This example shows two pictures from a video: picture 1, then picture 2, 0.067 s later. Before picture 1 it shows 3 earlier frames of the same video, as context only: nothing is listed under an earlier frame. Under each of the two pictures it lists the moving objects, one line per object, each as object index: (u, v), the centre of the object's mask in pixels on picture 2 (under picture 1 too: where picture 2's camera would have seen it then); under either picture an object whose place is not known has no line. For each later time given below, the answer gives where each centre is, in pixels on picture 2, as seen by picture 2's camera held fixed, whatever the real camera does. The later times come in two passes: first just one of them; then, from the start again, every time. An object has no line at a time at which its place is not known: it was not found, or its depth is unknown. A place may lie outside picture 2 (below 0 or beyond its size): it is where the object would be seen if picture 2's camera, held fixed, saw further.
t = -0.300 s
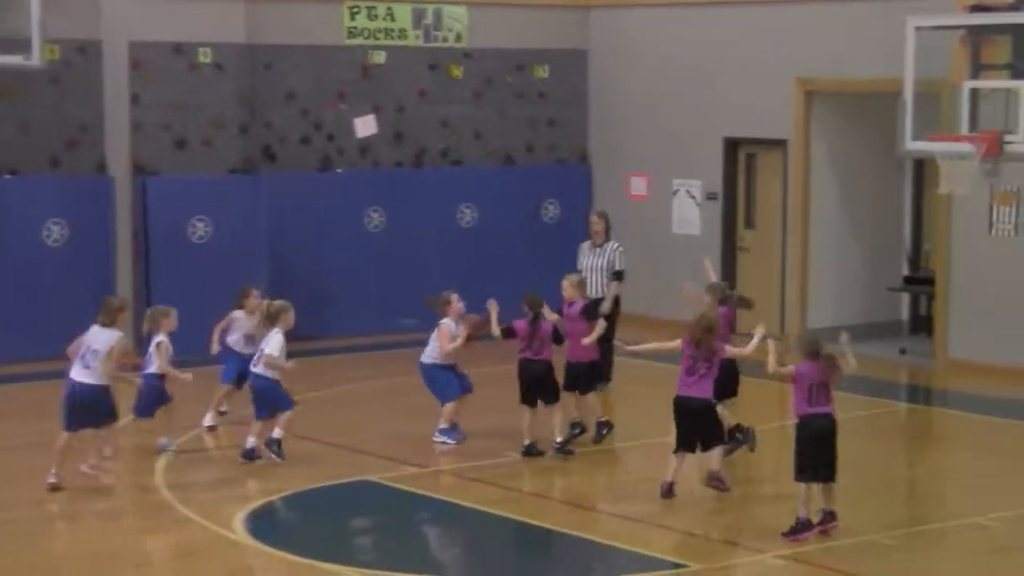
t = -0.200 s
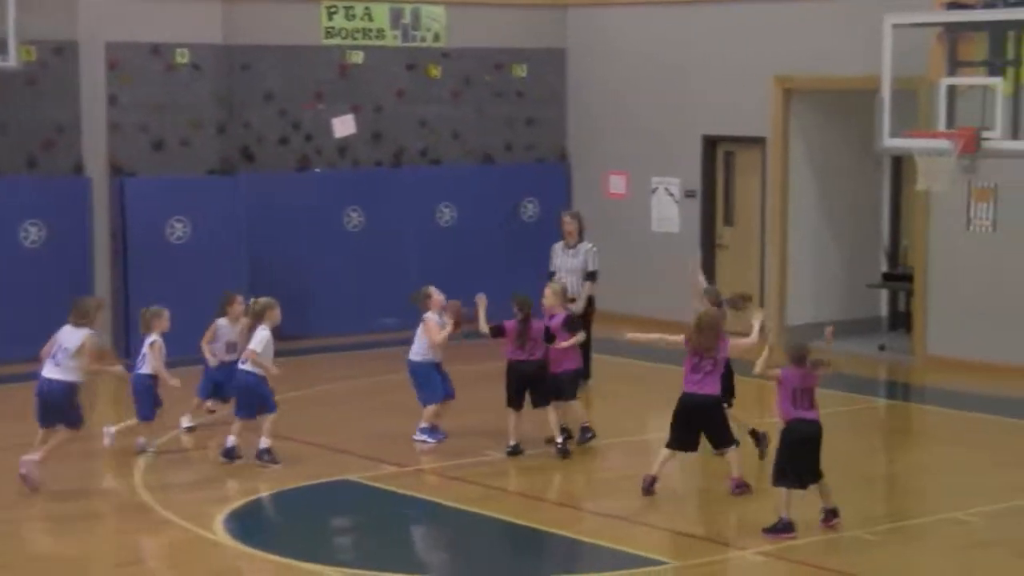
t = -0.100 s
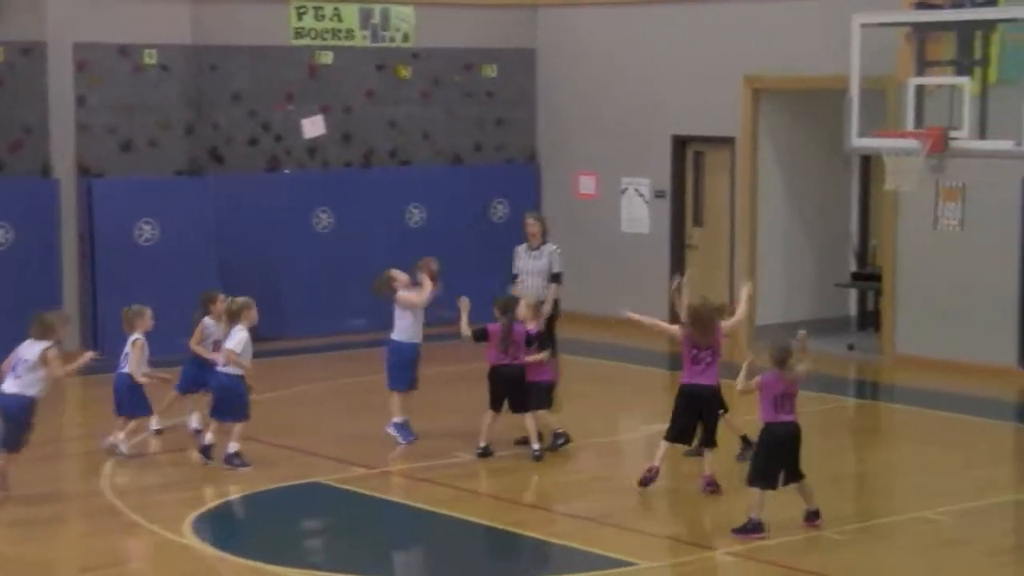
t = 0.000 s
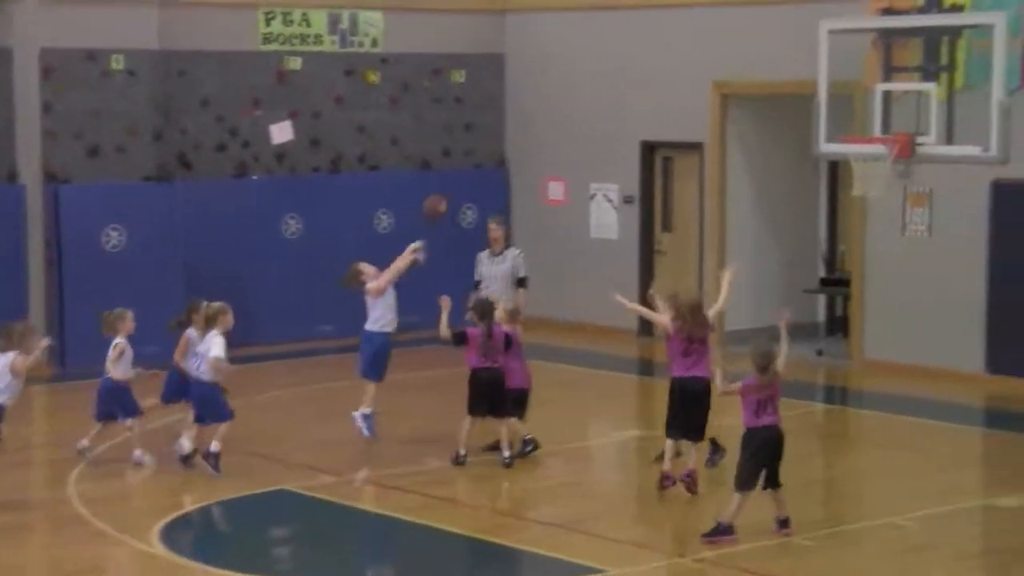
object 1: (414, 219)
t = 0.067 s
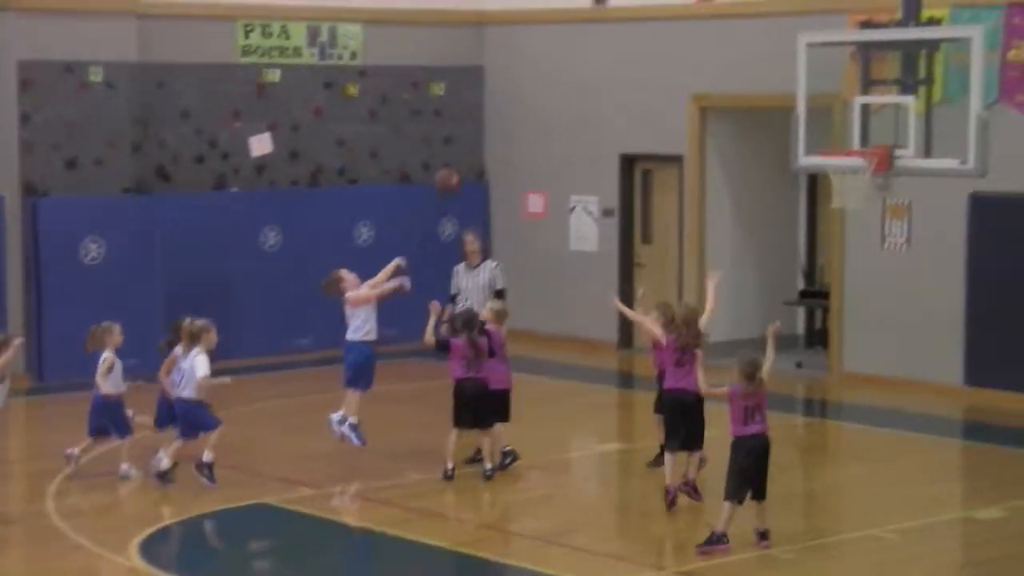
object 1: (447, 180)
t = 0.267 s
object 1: (540, 99)
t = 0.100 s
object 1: (460, 164)
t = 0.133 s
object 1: (479, 149)
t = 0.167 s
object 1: (495, 136)
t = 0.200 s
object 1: (508, 122)
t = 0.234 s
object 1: (524, 110)
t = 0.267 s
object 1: (540, 99)
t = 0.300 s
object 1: (555, 90)
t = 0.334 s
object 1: (571, 82)
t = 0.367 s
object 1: (586, 76)
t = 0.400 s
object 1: (602, 71)
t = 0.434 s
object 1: (618, 67)
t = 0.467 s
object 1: (633, 65)
